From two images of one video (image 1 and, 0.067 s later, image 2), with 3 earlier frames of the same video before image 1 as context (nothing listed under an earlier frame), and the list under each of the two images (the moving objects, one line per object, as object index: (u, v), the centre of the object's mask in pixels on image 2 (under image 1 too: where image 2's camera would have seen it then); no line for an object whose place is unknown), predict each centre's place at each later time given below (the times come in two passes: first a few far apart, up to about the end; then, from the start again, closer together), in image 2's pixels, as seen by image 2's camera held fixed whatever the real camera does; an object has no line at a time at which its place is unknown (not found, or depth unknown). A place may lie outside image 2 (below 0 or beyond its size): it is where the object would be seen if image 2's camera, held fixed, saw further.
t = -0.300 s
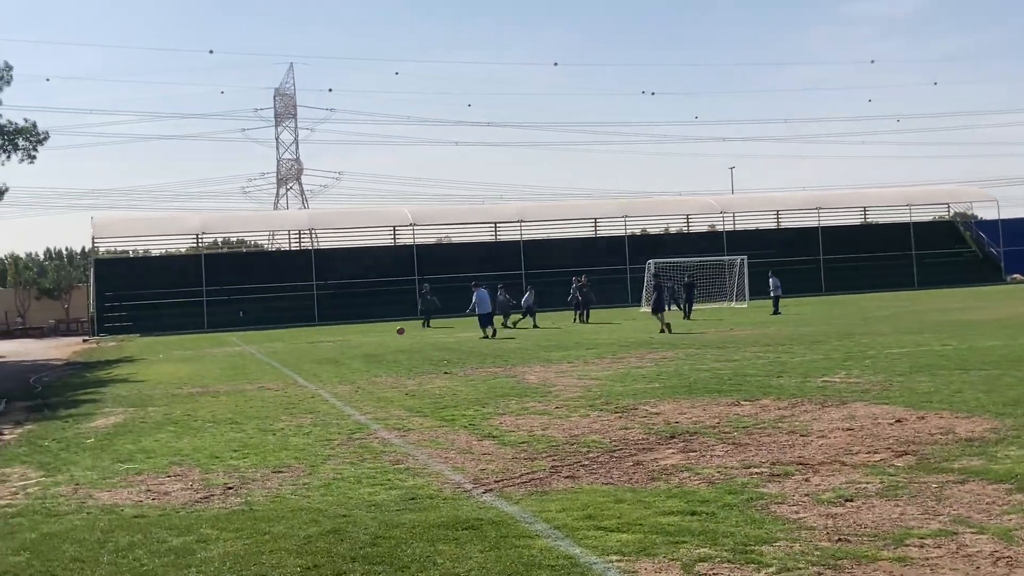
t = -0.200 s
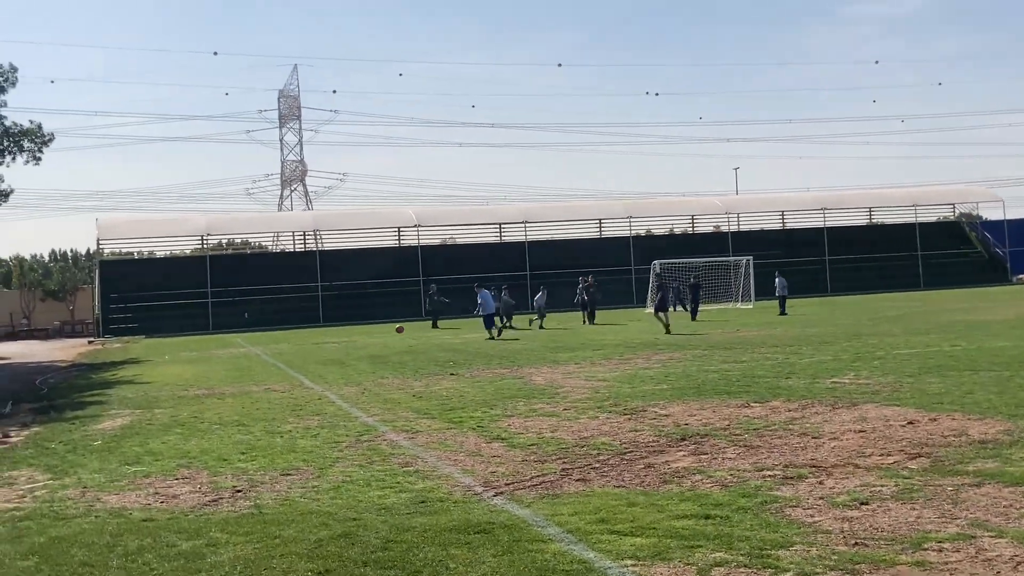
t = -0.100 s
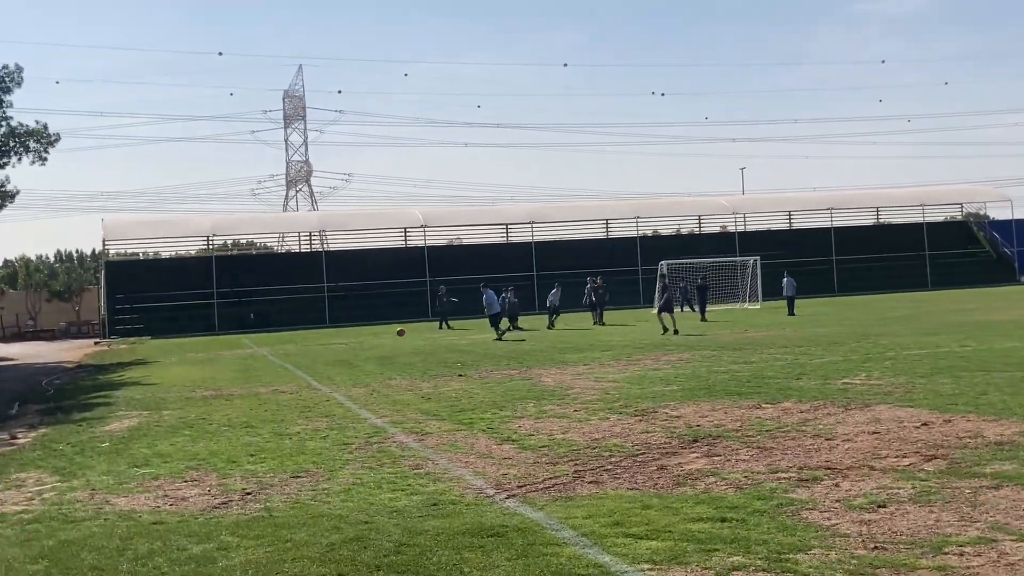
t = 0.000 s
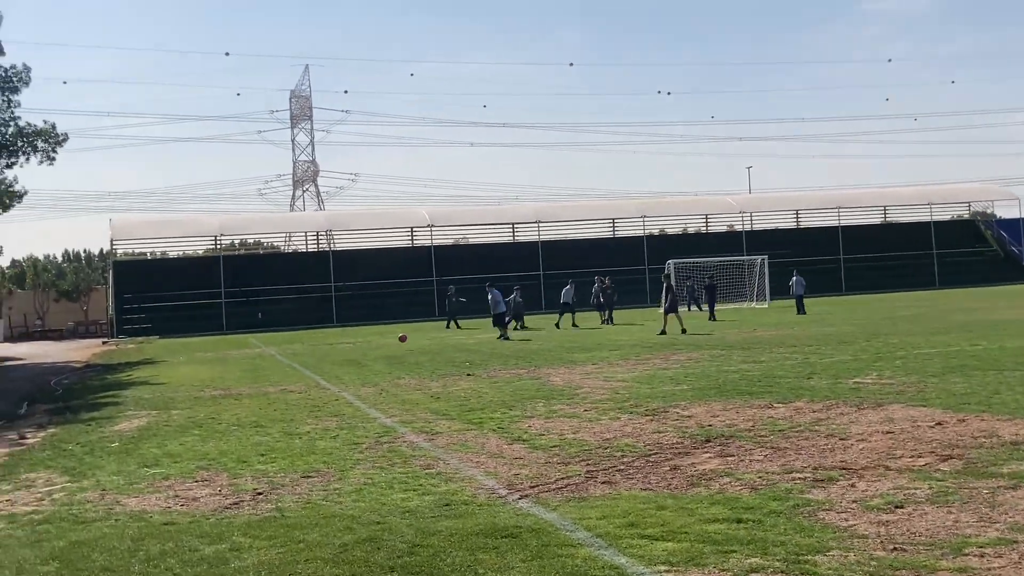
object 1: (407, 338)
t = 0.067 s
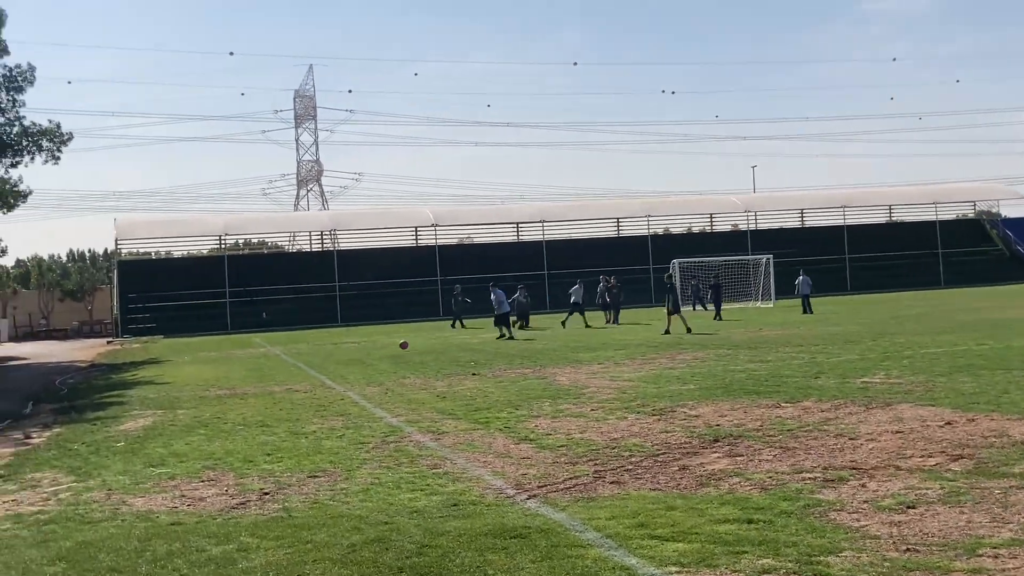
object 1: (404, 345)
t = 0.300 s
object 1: (384, 340)
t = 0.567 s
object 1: (359, 356)
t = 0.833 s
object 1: (333, 362)
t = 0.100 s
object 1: (402, 348)
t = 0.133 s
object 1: (399, 345)
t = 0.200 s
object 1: (392, 342)
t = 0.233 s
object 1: (389, 341)
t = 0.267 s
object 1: (386, 340)
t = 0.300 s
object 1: (384, 340)
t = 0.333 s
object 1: (380, 341)
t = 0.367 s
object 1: (377, 341)
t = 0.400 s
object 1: (374, 344)
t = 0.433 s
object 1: (371, 346)
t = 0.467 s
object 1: (368, 348)
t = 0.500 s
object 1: (365, 352)
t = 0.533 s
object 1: (362, 356)
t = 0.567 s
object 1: (359, 356)
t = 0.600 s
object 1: (356, 355)
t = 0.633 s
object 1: (353, 354)
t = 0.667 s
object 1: (349, 354)
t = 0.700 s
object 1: (346, 354)
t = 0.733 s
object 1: (343, 355)
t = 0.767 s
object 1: (340, 357)
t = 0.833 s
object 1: (333, 362)
